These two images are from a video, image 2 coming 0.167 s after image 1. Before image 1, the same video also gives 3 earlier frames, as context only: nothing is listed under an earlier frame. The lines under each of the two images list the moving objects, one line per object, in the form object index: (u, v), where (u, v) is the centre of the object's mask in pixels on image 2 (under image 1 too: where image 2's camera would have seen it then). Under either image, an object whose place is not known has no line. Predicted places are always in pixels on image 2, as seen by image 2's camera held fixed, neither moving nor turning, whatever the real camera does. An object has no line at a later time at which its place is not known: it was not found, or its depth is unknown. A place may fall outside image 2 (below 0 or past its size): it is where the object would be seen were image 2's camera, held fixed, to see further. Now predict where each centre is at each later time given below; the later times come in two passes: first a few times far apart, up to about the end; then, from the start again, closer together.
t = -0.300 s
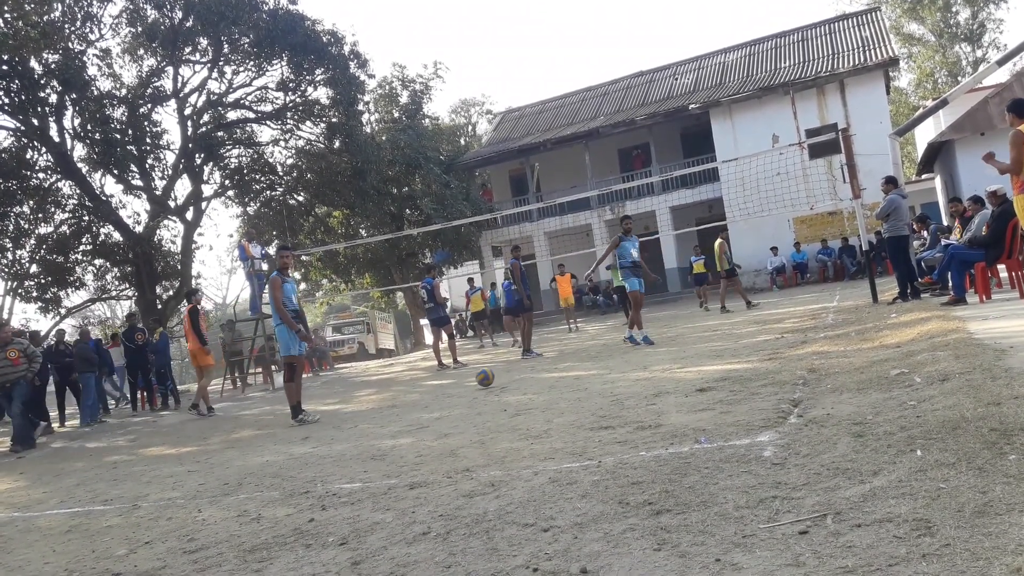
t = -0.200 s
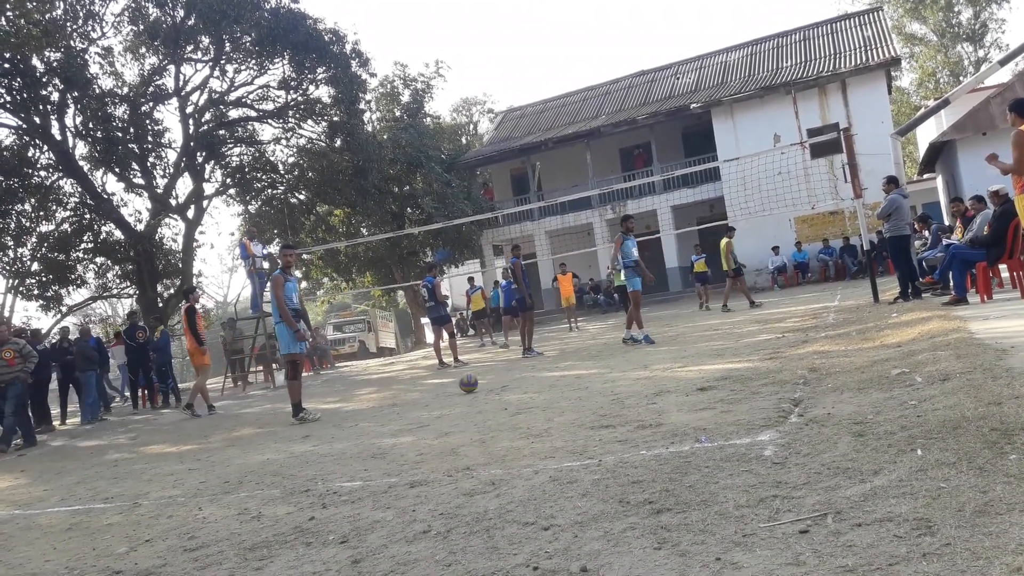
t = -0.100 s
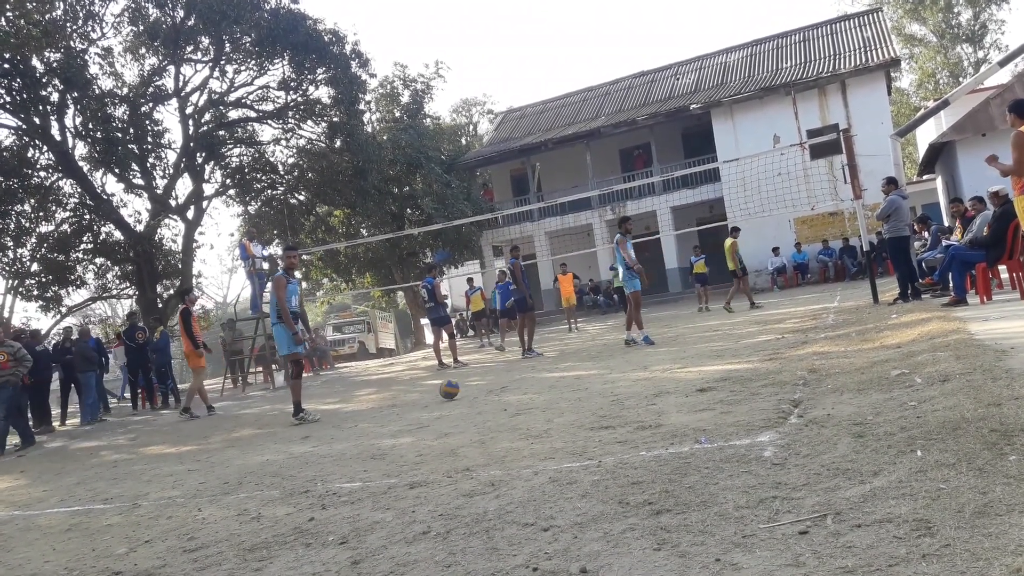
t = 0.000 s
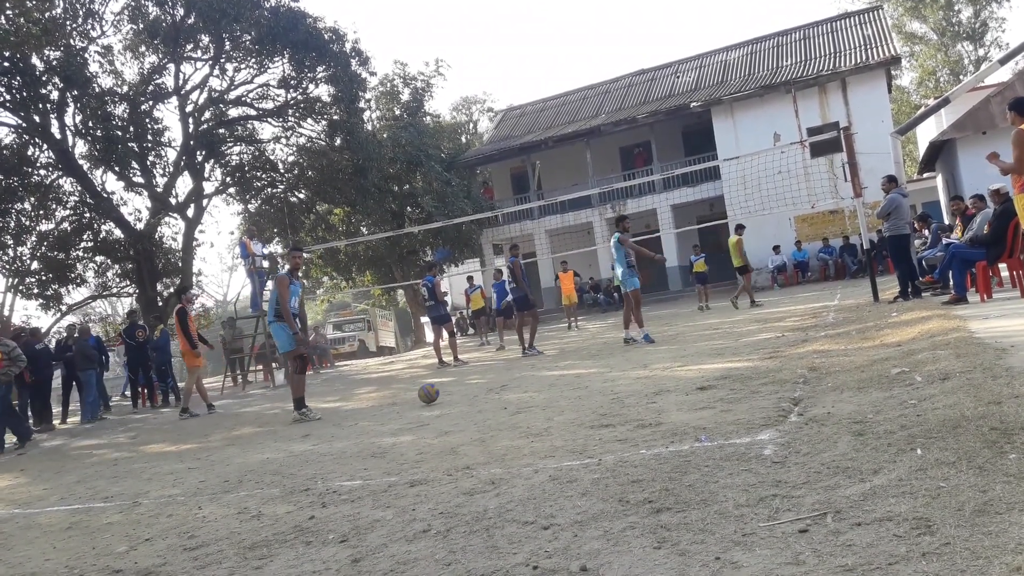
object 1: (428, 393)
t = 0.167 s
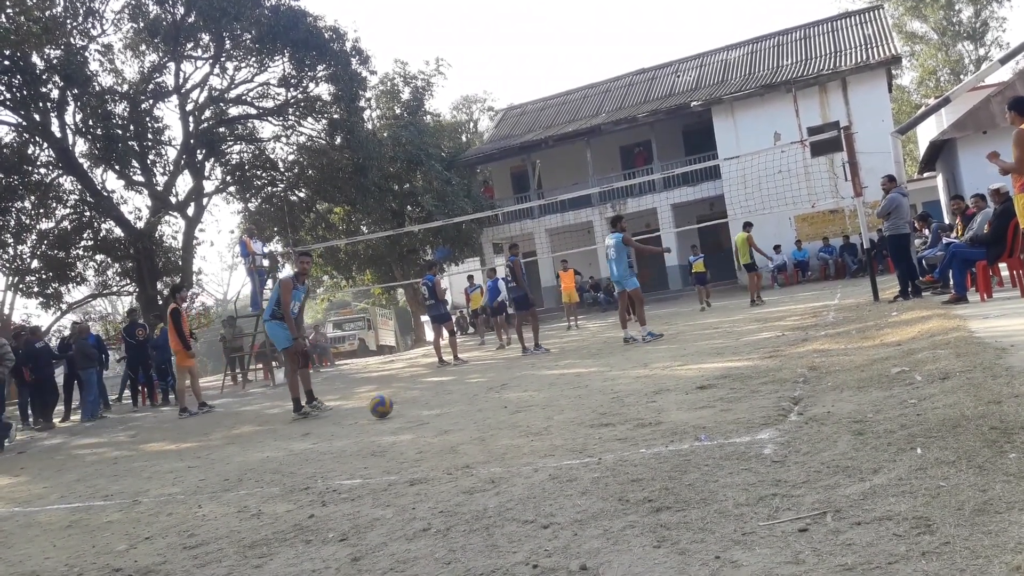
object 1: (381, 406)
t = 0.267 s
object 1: (354, 413)
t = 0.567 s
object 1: (263, 437)
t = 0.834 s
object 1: (160, 464)
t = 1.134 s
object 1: (5, 513)
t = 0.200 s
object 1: (373, 409)
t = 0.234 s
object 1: (363, 411)
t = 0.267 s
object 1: (354, 413)
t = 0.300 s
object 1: (345, 417)
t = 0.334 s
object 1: (336, 422)
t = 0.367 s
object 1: (326, 421)
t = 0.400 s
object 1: (316, 421)
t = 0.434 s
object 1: (306, 424)
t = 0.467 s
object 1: (295, 428)
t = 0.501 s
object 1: (285, 433)
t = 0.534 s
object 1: (275, 438)
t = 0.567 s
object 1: (263, 437)
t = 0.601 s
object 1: (250, 438)
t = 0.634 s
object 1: (239, 442)
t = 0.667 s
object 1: (226, 446)
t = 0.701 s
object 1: (214, 451)
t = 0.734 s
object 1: (201, 458)
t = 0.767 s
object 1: (188, 459)
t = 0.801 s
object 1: (174, 461)
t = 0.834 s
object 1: (160, 464)
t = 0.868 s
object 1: (146, 468)
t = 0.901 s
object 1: (132, 474)
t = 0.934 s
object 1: (116, 483)
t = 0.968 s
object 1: (99, 485)
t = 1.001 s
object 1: (82, 490)
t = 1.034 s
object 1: (65, 496)
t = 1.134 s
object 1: (5, 513)
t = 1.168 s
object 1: (-16, 519)
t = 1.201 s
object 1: (-38, 521)
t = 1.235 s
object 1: (-59, 525)
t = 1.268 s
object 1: (-81, 531)
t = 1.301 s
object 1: (-104, 538)
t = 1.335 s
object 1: (-128, 550)
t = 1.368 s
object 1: (-154, 554)
